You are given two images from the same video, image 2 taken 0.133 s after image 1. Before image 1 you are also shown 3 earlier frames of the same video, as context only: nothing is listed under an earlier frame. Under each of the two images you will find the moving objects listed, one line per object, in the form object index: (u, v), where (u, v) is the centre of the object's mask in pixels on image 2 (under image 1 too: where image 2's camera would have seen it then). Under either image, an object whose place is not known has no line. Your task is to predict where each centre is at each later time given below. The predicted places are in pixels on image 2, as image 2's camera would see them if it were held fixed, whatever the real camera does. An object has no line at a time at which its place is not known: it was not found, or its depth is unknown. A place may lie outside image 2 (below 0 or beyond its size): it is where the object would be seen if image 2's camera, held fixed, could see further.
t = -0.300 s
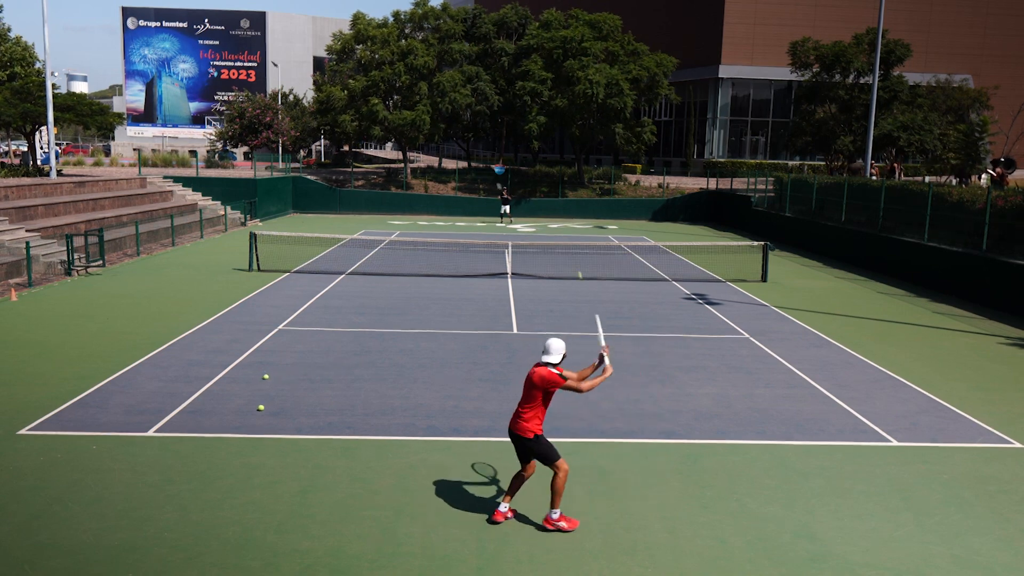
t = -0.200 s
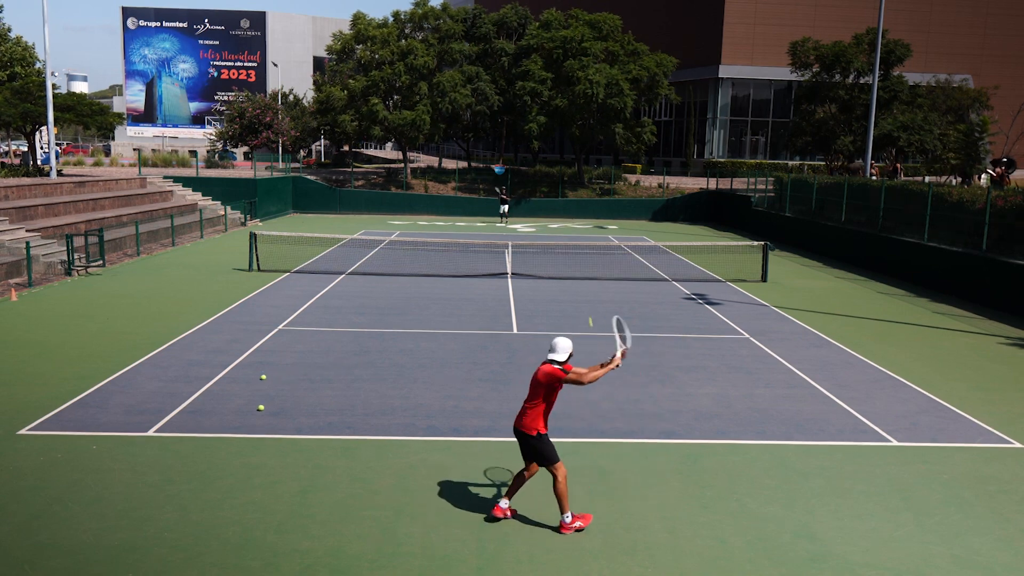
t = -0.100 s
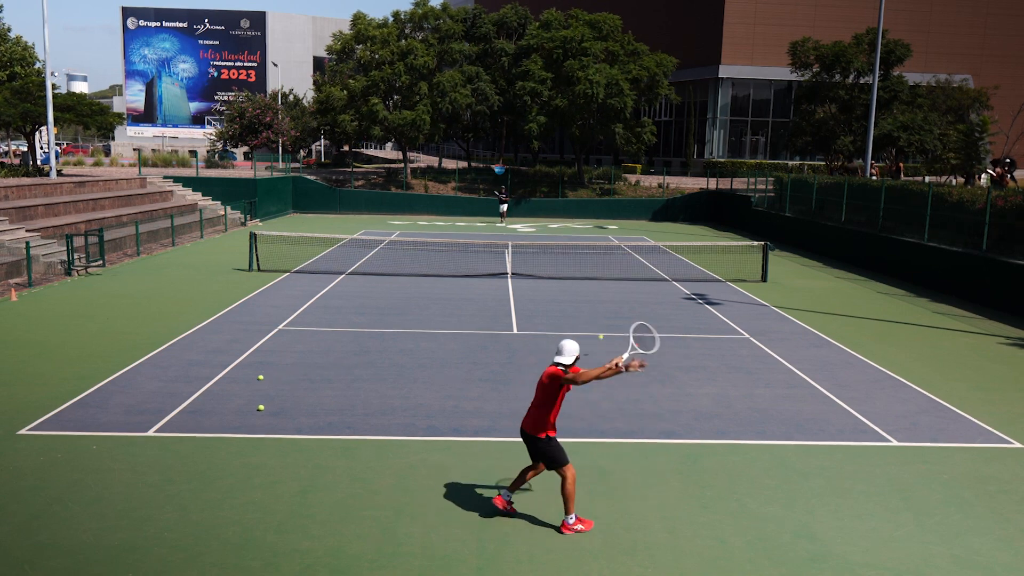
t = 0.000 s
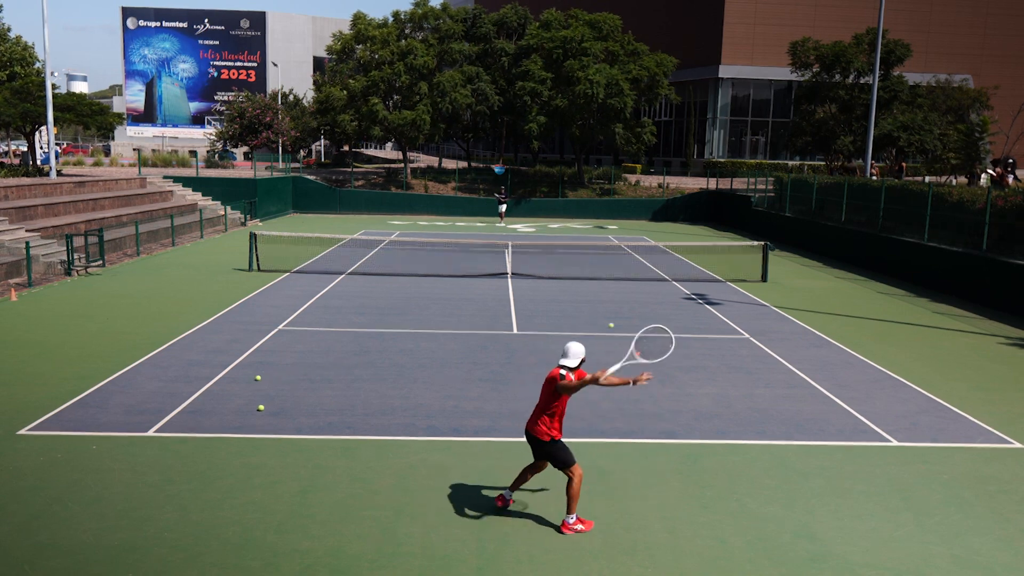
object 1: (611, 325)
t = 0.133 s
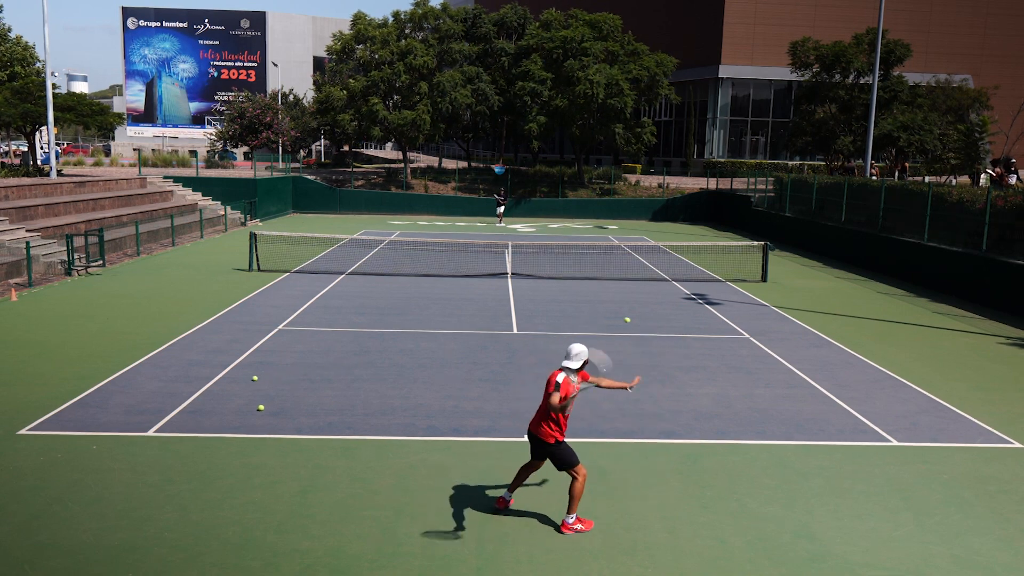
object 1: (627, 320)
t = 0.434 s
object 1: (678, 381)
